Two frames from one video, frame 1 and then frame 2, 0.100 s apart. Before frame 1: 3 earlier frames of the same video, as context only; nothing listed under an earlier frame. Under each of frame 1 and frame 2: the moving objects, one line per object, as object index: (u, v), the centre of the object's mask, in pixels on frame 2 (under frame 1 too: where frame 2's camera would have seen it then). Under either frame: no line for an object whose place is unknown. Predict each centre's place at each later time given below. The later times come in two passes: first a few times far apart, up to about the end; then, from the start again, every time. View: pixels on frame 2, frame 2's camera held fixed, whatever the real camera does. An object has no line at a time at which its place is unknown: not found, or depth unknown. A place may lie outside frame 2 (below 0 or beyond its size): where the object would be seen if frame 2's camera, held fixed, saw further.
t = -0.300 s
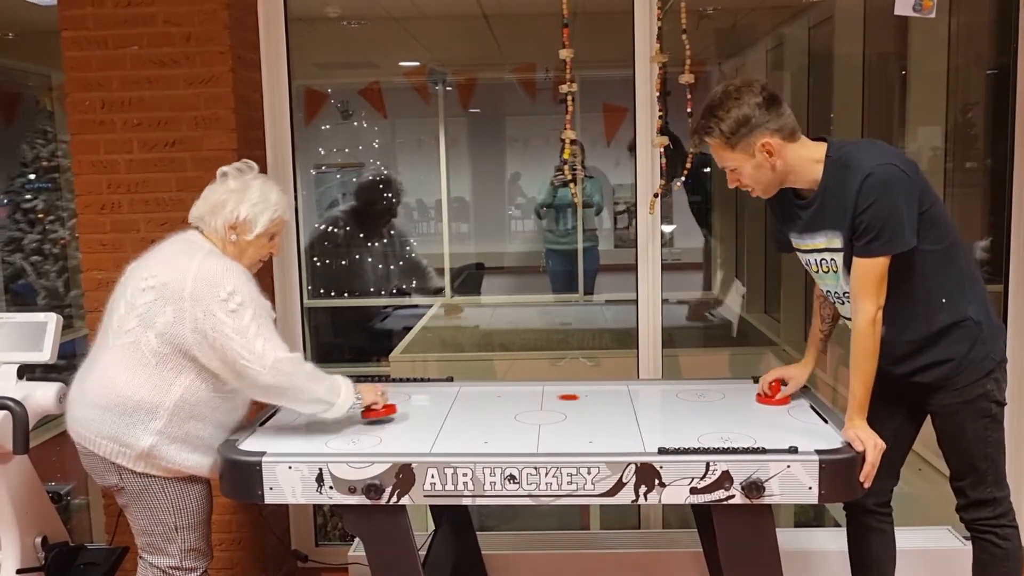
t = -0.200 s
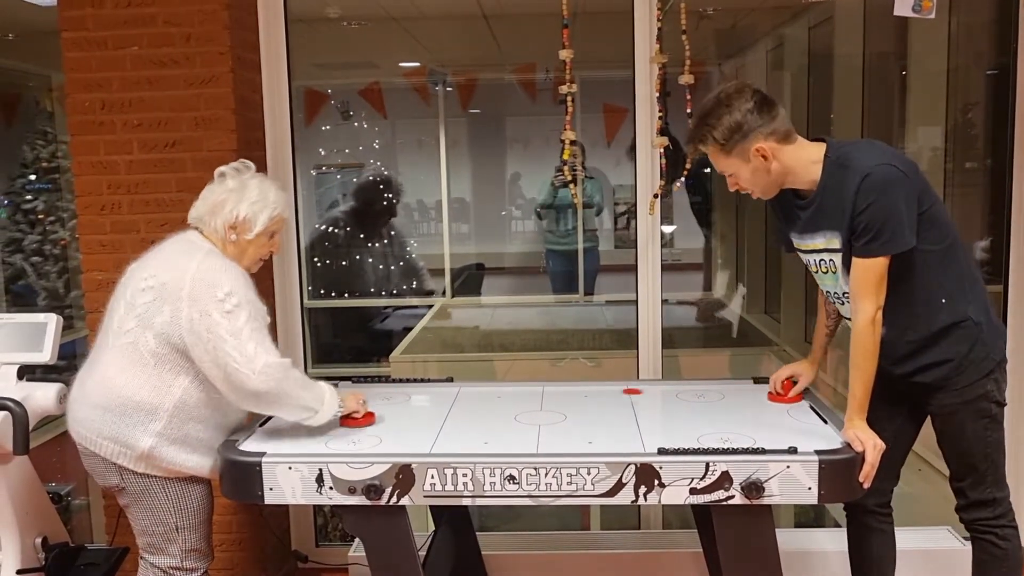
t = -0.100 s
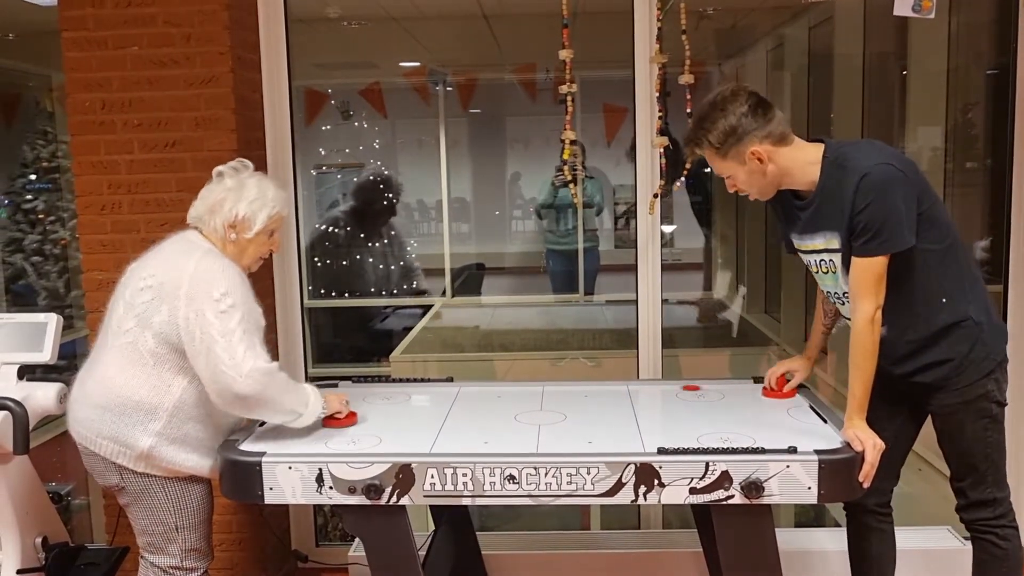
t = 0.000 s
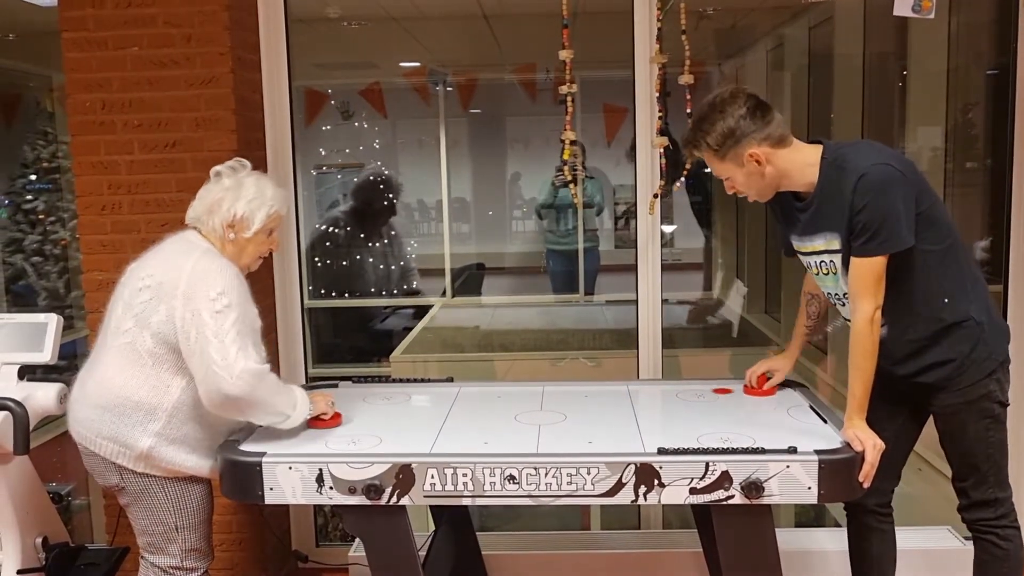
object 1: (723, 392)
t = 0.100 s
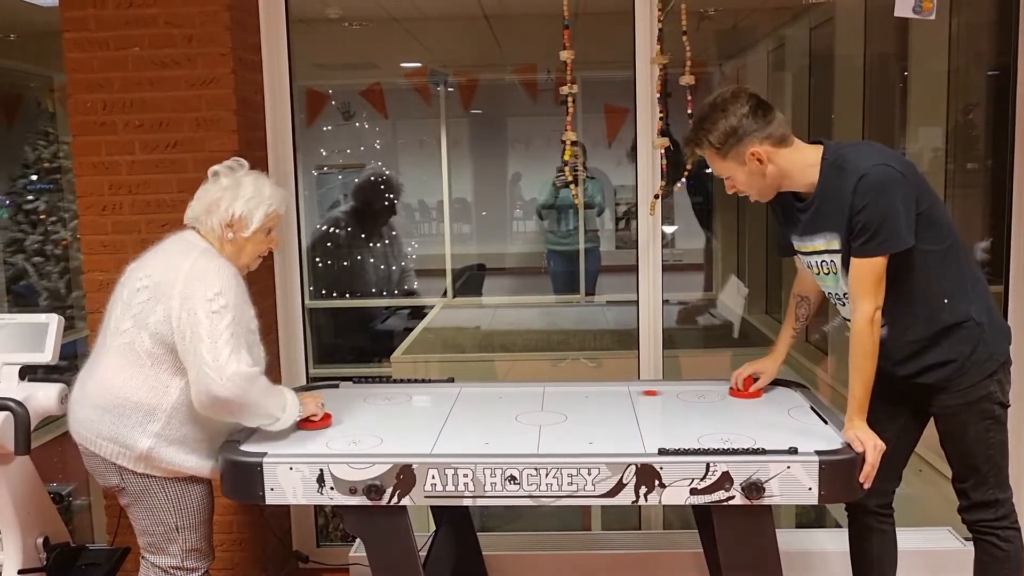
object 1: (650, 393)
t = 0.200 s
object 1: (591, 394)
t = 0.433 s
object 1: (460, 396)
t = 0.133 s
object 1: (629, 393)
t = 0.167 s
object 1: (610, 393)
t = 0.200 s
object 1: (591, 394)
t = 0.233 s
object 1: (572, 394)
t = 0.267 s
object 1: (553, 394)
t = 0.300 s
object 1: (533, 395)
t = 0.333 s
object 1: (514, 395)
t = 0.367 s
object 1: (496, 396)
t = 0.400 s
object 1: (478, 396)
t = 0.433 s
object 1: (460, 396)
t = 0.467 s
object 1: (442, 397)
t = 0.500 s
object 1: (425, 397)
